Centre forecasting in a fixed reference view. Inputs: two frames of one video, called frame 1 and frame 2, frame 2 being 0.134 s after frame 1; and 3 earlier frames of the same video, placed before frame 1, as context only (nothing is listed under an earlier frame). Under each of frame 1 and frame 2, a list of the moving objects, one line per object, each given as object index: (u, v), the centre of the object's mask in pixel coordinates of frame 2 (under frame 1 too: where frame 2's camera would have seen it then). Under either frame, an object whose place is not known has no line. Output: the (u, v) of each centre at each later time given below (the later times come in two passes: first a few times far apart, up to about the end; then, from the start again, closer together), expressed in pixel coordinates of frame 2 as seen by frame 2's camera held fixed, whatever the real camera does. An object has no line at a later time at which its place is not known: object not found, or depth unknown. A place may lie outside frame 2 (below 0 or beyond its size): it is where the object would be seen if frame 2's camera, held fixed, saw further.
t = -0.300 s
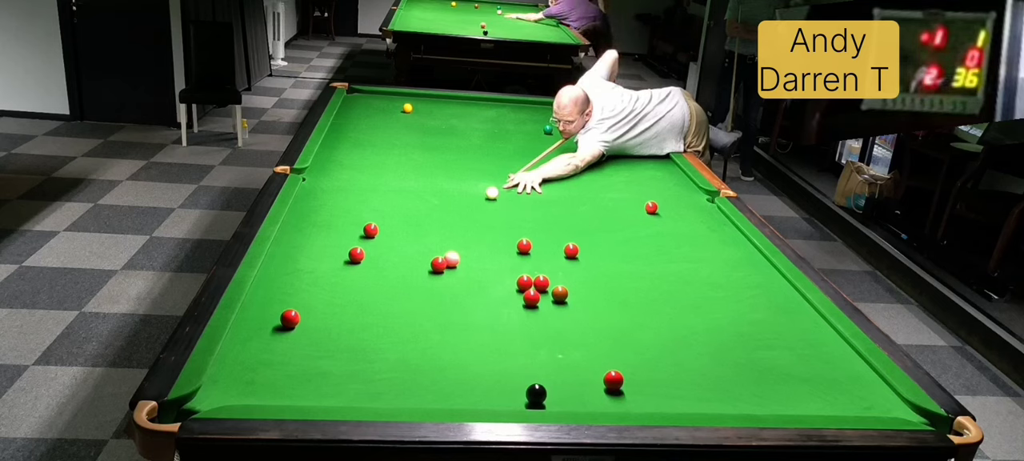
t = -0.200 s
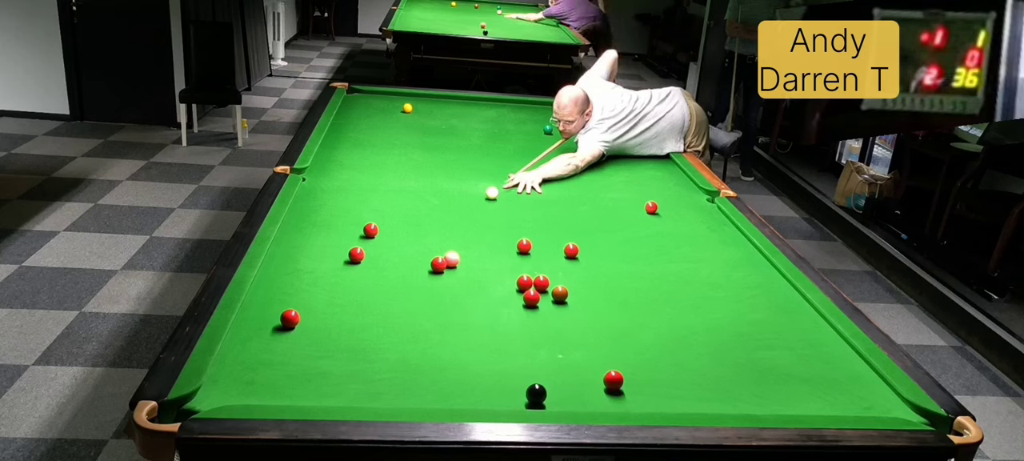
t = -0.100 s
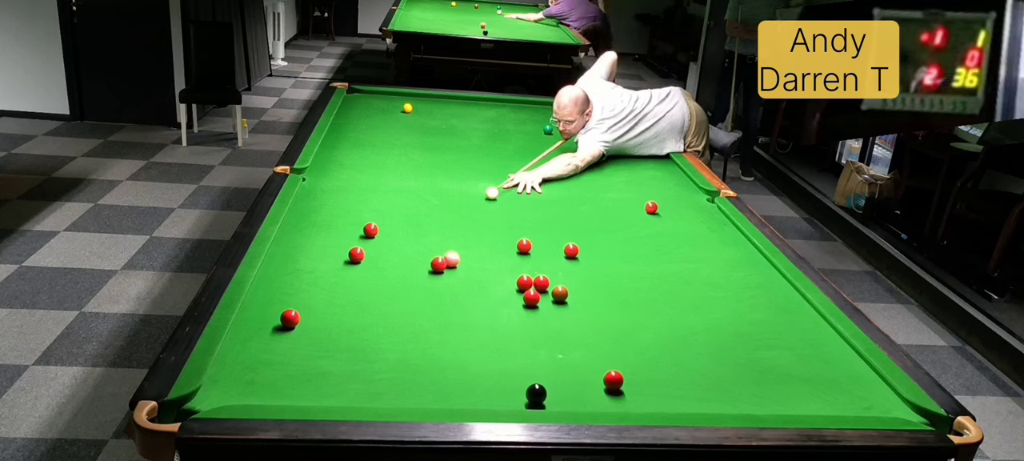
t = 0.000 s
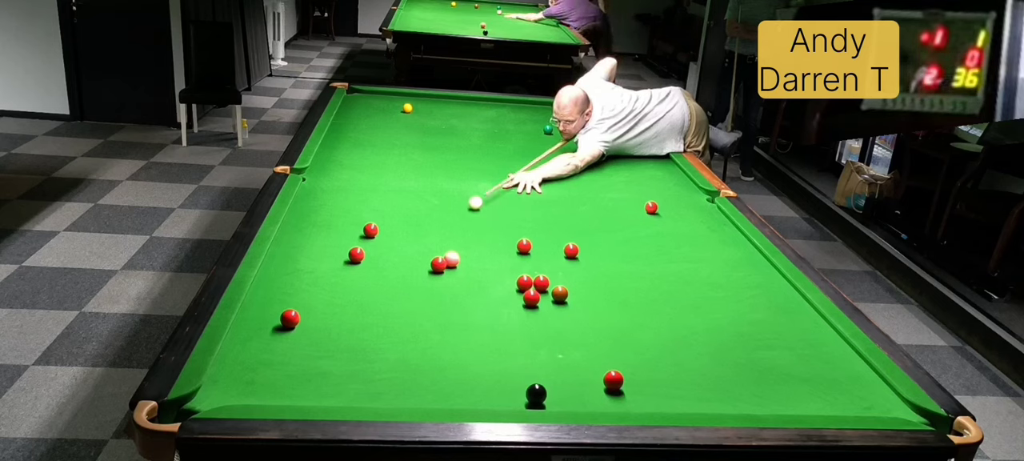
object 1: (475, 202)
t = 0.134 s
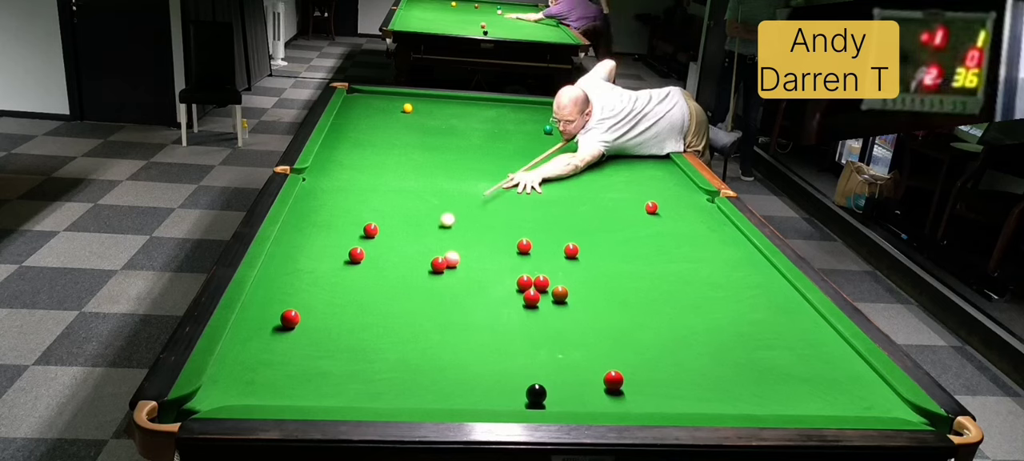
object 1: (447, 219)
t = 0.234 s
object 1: (423, 233)
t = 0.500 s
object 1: (348, 280)
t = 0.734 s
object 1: (284, 310)
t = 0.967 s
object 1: (249, 319)
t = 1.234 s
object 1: (275, 331)
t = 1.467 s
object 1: (297, 340)
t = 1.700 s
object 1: (318, 349)
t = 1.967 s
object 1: (341, 359)
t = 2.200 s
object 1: (362, 367)
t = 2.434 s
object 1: (381, 375)
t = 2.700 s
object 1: (401, 382)
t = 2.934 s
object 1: (418, 388)
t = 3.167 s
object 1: (434, 394)
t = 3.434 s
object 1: (450, 398)
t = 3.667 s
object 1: (463, 401)
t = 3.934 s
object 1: (474, 401)
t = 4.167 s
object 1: (480, 401)
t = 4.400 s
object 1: (485, 400)
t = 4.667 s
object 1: (488, 400)
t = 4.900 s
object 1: (490, 399)
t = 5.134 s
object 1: (490, 399)
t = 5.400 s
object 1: (489, 399)
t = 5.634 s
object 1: (490, 399)
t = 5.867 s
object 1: (489, 399)
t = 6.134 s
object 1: (489, 399)
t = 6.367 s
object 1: (489, 399)
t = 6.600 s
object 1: (489, 399)
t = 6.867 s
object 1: (490, 399)
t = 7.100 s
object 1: (490, 399)
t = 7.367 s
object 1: (490, 399)
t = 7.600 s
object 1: (490, 399)
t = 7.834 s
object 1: (490, 399)
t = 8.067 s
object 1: (490, 399)
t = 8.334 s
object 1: (490, 399)
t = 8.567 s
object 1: (490, 399)
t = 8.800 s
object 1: (490, 400)
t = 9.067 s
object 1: (490, 400)
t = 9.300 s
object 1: (490, 400)
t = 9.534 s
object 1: (490, 399)
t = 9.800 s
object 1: (490, 400)
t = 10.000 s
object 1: (490, 400)
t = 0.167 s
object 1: (440, 223)
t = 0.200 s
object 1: (432, 229)
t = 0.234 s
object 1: (423, 233)
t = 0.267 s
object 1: (415, 238)
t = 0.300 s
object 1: (407, 244)
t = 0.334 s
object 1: (398, 249)
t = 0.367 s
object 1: (389, 255)
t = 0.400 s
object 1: (379, 261)
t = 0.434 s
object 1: (369, 267)
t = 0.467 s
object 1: (359, 273)
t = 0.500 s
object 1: (348, 280)
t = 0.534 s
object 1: (337, 286)
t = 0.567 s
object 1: (325, 293)
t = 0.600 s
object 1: (313, 301)
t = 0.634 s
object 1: (302, 307)
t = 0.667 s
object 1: (295, 309)
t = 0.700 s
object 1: (289, 310)
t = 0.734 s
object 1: (284, 310)
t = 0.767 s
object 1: (279, 311)
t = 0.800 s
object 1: (272, 312)
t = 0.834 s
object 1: (266, 313)
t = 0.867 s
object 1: (259, 315)
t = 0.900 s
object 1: (252, 316)
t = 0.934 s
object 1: (246, 318)
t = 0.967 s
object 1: (249, 319)
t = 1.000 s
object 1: (253, 320)
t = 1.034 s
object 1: (256, 322)
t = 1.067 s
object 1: (259, 323)
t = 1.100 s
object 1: (262, 325)
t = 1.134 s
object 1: (265, 326)
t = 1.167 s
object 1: (269, 328)
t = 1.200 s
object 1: (272, 329)
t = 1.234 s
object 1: (275, 331)
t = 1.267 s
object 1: (278, 332)
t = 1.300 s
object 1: (281, 333)
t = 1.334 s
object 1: (284, 335)
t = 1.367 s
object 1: (287, 336)
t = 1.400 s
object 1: (291, 337)
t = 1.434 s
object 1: (294, 339)
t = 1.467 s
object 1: (297, 340)
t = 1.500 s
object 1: (300, 341)
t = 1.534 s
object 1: (303, 343)
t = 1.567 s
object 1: (306, 344)
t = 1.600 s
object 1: (309, 345)
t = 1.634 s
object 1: (312, 347)
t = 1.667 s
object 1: (315, 348)
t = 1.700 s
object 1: (318, 349)
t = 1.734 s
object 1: (321, 351)
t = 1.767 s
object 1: (324, 352)
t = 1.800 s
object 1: (327, 353)
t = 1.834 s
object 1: (330, 354)
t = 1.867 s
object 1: (333, 356)
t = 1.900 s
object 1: (336, 357)
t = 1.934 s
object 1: (339, 358)
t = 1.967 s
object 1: (341, 359)
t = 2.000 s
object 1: (344, 361)
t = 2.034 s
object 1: (347, 362)
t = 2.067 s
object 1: (350, 363)
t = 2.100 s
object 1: (353, 364)
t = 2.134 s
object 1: (356, 365)
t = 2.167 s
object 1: (359, 366)
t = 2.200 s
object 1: (362, 367)
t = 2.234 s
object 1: (364, 368)
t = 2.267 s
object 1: (367, 370)
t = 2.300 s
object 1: (370, 371)
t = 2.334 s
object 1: (372, 372)
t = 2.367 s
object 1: (375, 373)
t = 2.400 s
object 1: (378, 374)
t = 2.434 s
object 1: (381, 375)
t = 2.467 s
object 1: (383, 376)
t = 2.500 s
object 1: (386, 377)
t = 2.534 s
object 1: (389, 378)
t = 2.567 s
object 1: (391, 379)
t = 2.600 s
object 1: (394, 380)
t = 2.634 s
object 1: (396, 380)
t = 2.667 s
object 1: (399, 382)
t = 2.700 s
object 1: (401, 382)
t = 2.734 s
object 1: (404, 383)
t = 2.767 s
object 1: (406, 384)
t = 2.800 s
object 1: (409, 385)
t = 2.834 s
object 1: (411, 386)
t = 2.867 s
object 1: (414, 387)
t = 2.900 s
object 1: (416, 388)
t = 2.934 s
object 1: (418, 388)
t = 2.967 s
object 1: (421, 389)
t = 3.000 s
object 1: (423, 390)
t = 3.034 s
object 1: (425, 391)
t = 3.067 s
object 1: (428, 392)
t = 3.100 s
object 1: (430, 392)
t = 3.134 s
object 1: (432, 393)
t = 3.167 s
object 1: (434, 394)
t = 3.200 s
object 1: (437, 395)
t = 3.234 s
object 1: (439, 395)
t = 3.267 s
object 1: (441, 396)
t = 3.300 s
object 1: (443, 396)
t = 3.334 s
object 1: (445, 397)
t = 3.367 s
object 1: (447, 397)
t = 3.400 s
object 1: (449, 398)
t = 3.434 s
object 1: (450, 398)
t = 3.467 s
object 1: (452, 399)
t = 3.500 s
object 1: (454, 399)
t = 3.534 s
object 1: (456, 399)
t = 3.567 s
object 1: (458, 400)
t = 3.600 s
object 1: (460, 400)
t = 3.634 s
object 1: (461, 400)
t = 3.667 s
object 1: (463, 401)
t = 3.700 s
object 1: (465, 401)
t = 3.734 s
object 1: (466, 401)
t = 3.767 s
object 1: (468, 402)
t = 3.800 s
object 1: (469, 402)
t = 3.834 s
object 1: (470, 402)
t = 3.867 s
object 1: (472, 402)
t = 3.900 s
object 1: (473, 402)
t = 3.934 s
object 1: (474, 401)
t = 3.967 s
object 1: (475, 401)
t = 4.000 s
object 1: (476, 401)
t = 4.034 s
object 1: (477, 401)
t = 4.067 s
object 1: (478, 401)
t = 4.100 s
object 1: (479, 401)
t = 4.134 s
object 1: (479, 401)
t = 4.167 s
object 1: (480, 401)
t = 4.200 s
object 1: (481, 401)
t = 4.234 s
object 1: (482, 400)
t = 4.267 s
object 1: (483, 400)
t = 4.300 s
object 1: (483, 400)
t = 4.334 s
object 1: (484, 400)
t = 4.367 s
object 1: (485, 400)
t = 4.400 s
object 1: (485, 400)
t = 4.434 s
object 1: (485, 400)
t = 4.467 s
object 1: (486, 400)
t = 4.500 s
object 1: (487, 400)
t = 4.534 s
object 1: (487, 400)
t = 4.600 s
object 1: (487, 400)
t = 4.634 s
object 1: (488, 400)
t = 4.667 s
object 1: (488, 400)
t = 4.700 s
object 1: (489, 400)
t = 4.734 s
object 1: (489, 400)
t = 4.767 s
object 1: (489, 399)
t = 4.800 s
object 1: (489, 399)
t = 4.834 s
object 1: (489, 399)
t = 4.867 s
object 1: (490, 399)
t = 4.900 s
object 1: (490, 399)
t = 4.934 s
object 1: (490, 399)
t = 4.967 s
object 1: (490, 399)
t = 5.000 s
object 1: (490, 399)
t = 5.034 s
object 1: (490, 399)
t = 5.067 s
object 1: (490, 399)
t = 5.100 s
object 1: (490, 399)
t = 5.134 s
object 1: (490, 399)
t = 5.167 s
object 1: (490, 399)
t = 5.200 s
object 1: (490, 399)
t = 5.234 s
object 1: (490, 399)
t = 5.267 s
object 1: (490, 399)
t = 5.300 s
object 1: (490, 399)
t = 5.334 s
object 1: (490, 399)
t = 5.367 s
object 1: (490, 399)
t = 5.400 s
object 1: (489, 399)
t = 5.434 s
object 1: (490, 399)
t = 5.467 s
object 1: (490, 399)
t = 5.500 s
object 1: (490, 399)
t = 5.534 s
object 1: (489, 399)
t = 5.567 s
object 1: (490, 399)
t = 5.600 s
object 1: (490, 399)
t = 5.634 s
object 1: (490, 399)
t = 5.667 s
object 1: (489, 399)
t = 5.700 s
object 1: (490, 399)
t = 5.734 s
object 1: (490, 399)
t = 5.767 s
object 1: (490, 399)
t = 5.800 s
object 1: (490, 399)
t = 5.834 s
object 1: (490, 399)
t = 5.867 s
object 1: (489, 399)
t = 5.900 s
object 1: (489, 399)
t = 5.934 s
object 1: (489, 399)
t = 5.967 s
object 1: (490, 399)
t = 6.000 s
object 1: (489, 399)
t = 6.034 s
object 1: (490, 399)
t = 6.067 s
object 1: (489, 399)
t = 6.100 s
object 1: (490, 399)
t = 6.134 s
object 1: (489, 399)
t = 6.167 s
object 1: (490, 399)
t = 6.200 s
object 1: (490, 399)
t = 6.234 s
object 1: (490, 399)
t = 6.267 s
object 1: (490, 399)
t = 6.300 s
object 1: (490, 399)
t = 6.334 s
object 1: (489, 399)
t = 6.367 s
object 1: (489, 399)
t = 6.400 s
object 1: (489, 399)
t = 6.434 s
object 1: (489, 399)
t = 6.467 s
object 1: (489, 399)
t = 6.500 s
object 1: (489, 399)
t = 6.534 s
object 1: (489, 399)
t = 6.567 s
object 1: (489, 399)
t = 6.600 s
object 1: (489, 399)
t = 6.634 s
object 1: (490, 399)
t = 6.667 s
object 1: (489, 399)
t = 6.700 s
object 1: (490, 399)
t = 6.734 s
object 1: (489, 399)
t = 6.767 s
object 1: (490, 399)
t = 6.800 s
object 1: (489, 399)
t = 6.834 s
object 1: (490, 399)
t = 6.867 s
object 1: (490, 399)
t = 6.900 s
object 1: (490, 399)
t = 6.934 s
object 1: (490, 399)
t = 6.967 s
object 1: (489, 399)
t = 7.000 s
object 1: (490, 399)
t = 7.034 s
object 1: (489, 399)
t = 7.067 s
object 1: (490, 399)
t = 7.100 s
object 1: (490, 399)
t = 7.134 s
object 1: (490, 399)
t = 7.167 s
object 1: (490, 399)
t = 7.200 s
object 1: (490, 399)
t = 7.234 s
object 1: (490, 399)
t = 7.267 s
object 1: (490, 399)
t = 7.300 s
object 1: (490, 399)
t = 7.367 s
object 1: (490, 399)
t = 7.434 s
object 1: (490, 399)
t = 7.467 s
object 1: (490, 399)
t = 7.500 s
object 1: (490, 399)
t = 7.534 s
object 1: (490, 399)
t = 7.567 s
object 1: (490, 399)
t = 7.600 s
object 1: (490, 399)
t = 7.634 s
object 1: (490, 399)
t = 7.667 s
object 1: (490, 399)
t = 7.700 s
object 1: (489, 399)
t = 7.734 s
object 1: (490, 399)
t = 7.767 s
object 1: (489, 399)
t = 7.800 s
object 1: (490, 399)
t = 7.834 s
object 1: (490, 399)
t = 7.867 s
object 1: (490, 399)
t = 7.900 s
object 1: (490, 399)
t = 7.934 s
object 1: (490, 399)
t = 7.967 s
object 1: (490, 399)
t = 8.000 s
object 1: (490, 399)
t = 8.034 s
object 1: (490, 399)
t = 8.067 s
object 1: (490, 399)
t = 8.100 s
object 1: (490, 399)
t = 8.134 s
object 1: (490, 399)
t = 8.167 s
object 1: (490, 399)
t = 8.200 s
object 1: (490, 399)
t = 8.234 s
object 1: (490, 399)
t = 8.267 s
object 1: (490, 399)
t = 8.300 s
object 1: (490, 399)
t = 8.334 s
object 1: (490, 399)
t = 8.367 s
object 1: (490, 399)
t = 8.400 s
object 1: (490, 399)
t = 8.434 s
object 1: (490, 399)
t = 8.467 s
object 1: (490, 399)
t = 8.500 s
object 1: (490, 399)
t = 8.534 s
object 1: (490, 400)
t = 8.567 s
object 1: (490, 399)
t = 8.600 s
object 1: (490, 400)
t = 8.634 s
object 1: (490, 400)
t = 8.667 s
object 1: (490, 399)
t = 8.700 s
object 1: (490, 400)
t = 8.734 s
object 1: (490, 400)
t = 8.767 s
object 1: (490, 400)
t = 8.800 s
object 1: (490, 400)
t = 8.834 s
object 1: (490, 400)
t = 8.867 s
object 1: (490, 400)
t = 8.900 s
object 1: (490, 400)
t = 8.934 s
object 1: (490, 400)
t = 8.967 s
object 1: (490, 400)
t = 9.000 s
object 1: (490, 400)
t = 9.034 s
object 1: (490, 400)
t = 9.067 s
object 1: (490, 400)
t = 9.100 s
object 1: (490, 400)
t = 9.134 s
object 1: (490, 400)
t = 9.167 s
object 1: (490, 400)
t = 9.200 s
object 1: (490, 399)
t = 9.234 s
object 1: (490, 400)
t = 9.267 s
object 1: (490, 399)
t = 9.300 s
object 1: (490, 400)
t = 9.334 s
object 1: (490, 400)
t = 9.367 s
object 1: (489, 400)
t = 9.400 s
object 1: (490, 400)
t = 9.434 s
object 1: (490, 400)
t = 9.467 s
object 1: (490, 400)
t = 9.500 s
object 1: (490, 400)
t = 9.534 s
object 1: (490, 399)
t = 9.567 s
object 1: (490, 400)
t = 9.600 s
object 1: (490, 400)
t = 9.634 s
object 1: (490, 400)
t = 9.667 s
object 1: (490, 400)
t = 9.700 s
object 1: (490, 400)
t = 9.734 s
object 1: (490, 400)
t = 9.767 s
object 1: (490, 400)
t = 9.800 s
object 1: (490, 400)
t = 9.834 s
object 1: (490, 400)
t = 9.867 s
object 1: (490, 400)
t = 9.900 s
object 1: (490, 400)
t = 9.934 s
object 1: (490, 400)
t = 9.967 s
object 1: (490, 399)
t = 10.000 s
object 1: (490, 400)
